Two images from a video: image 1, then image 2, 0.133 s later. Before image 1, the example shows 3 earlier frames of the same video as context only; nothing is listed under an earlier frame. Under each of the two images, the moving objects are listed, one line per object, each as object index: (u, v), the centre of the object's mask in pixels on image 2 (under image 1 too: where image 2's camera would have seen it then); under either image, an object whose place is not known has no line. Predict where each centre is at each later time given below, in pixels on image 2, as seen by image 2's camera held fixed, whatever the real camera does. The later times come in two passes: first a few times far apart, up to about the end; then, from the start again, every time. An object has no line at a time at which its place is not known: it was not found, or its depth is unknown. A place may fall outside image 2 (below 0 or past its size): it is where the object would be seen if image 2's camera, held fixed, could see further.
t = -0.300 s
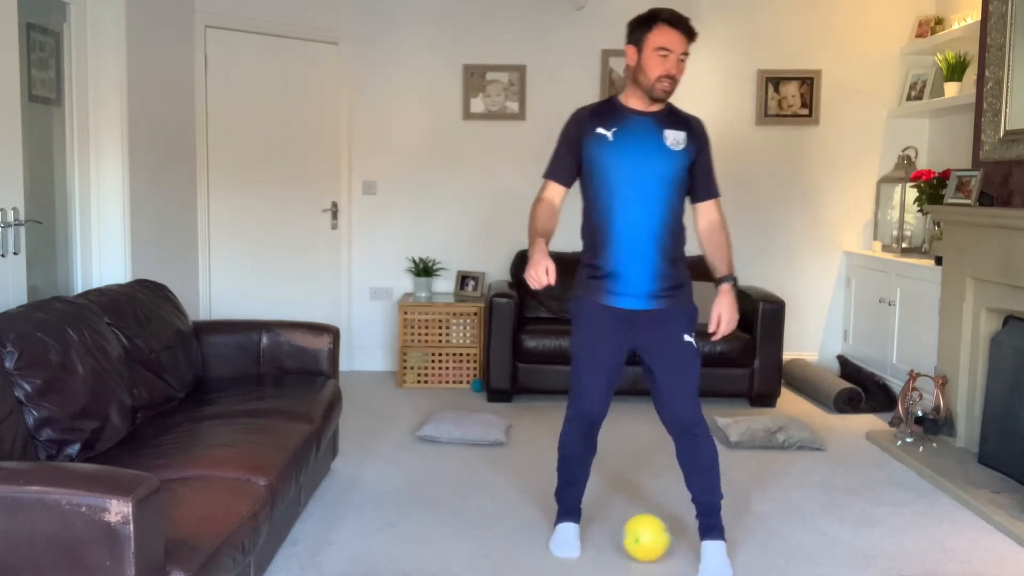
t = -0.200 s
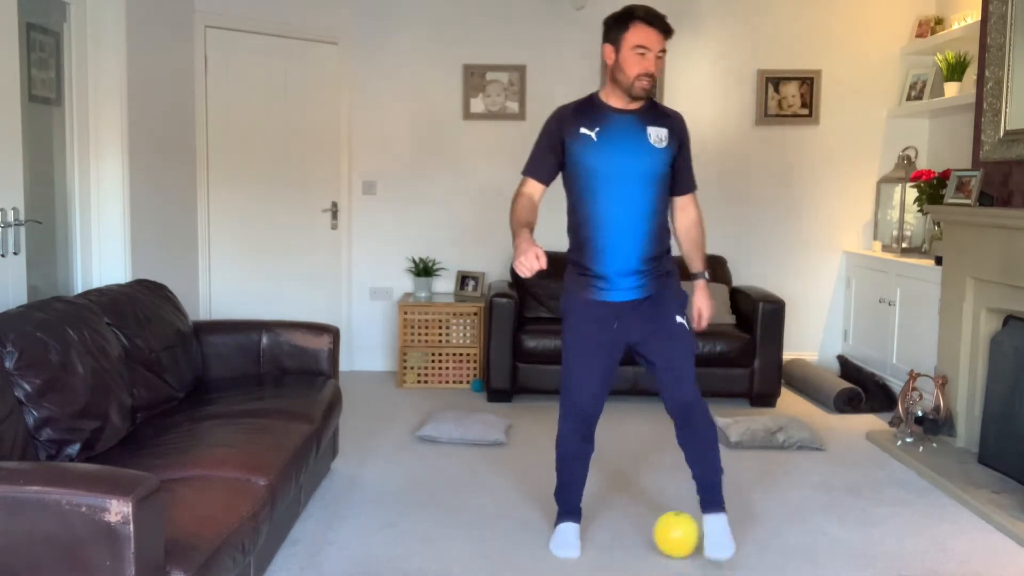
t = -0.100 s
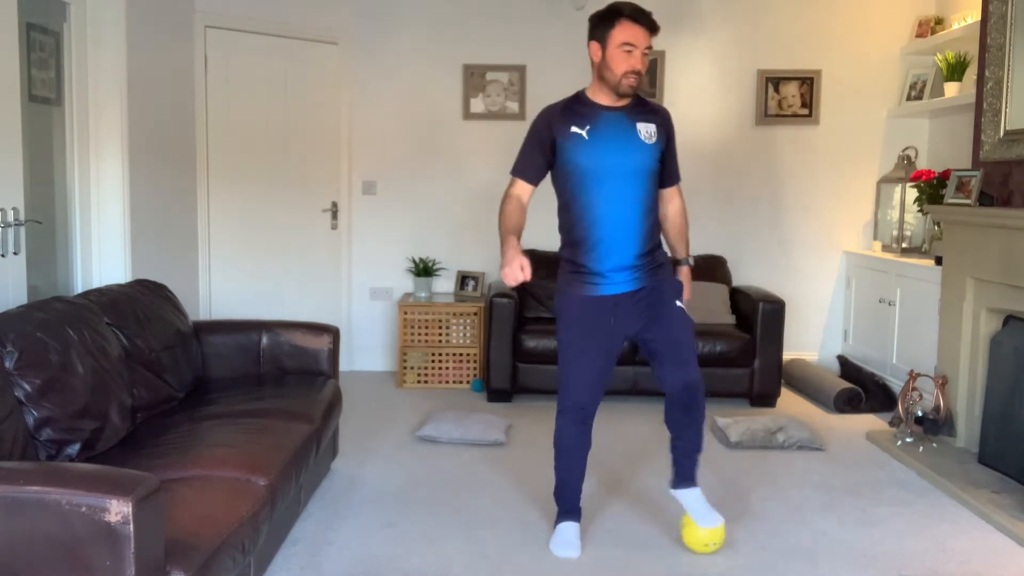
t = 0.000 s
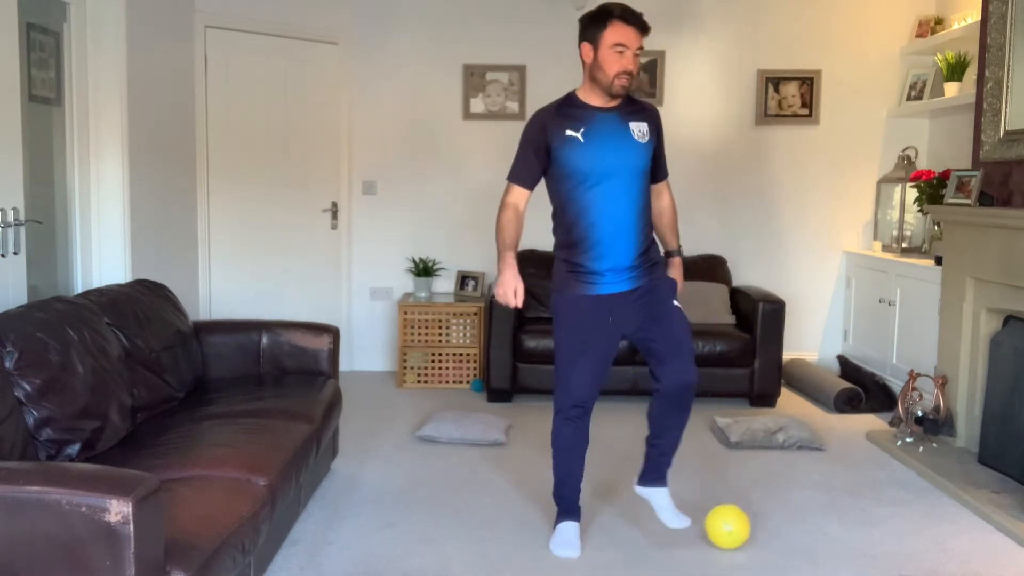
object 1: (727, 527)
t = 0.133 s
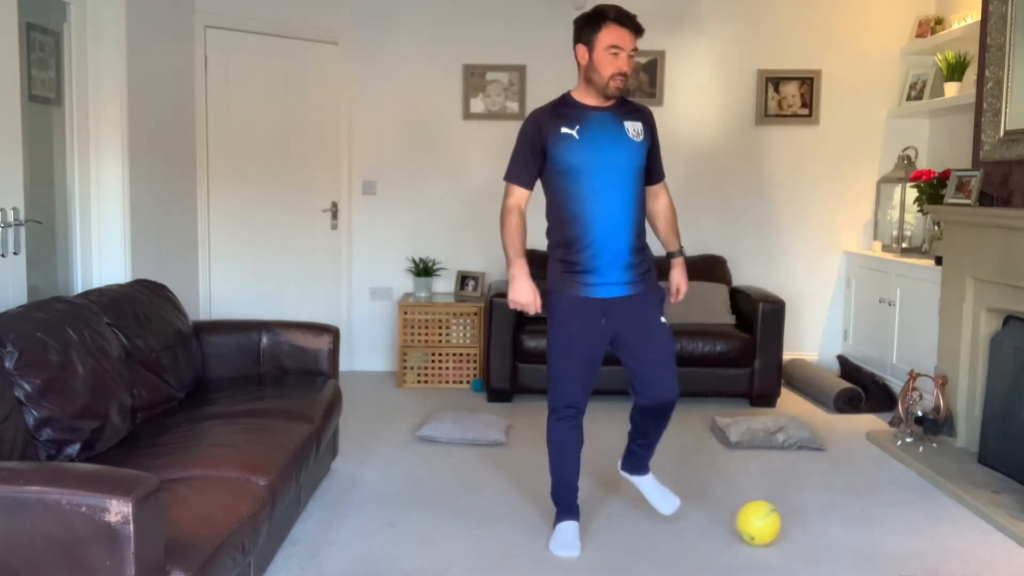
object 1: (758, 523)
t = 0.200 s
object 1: (773, 521)
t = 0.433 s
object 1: (821, 515)
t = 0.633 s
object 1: (860, 511)
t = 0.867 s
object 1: (898, 507)
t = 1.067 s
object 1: (928, 505)
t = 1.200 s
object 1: (947, 504)
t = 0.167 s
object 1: (766, 522)
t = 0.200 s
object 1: (773, 521)
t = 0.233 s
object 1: (780, 520)
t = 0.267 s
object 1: (787, 519)
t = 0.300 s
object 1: (794, 518)
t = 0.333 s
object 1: (801, 518)
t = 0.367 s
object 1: (808, 516)
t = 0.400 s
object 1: (815, 516)
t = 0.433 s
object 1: (821, 515)
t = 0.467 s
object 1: (828, 514)
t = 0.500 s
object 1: (835, 513)
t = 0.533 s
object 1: (841, 512)
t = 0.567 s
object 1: (848, 512)
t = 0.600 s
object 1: (854, 512)
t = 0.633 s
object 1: (860, 511)
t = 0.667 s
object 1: (865, 510)
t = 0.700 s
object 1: (872, 509)
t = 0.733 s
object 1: (877, 509)
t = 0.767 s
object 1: (883, 508)
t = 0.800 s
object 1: (888, 508)
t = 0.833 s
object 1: (893, 507)
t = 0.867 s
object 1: (898, 507)
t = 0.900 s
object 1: (903, 507)
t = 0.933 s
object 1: (908, 507)
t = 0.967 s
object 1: (913, 506)
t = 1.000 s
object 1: (918, 506)
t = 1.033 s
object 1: (923, 505)
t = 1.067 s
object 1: (928, 505)
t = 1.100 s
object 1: (933, 504)
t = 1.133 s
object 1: (937, 504)
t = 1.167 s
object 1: (943, 504)
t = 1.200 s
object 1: (947, 504)
